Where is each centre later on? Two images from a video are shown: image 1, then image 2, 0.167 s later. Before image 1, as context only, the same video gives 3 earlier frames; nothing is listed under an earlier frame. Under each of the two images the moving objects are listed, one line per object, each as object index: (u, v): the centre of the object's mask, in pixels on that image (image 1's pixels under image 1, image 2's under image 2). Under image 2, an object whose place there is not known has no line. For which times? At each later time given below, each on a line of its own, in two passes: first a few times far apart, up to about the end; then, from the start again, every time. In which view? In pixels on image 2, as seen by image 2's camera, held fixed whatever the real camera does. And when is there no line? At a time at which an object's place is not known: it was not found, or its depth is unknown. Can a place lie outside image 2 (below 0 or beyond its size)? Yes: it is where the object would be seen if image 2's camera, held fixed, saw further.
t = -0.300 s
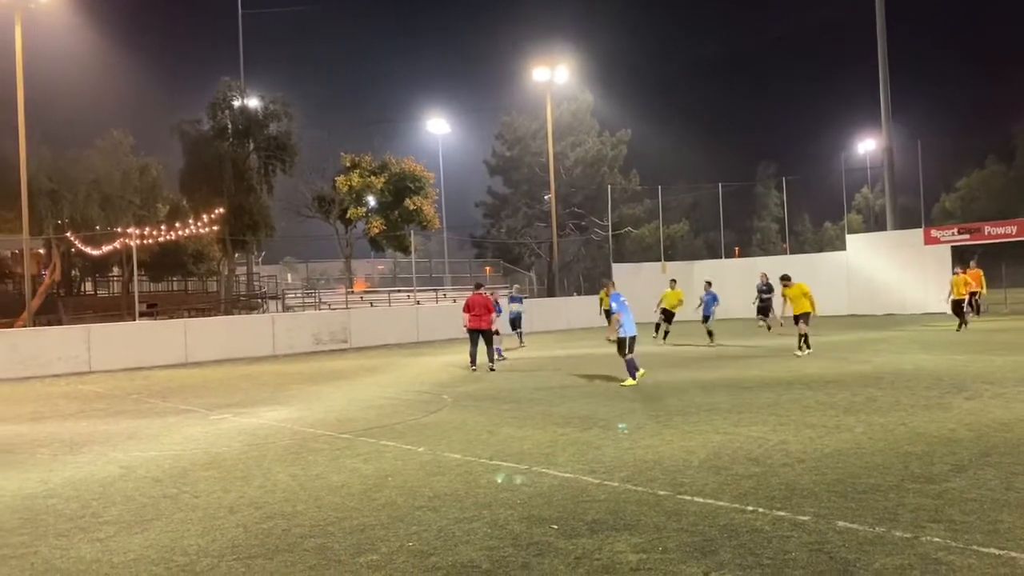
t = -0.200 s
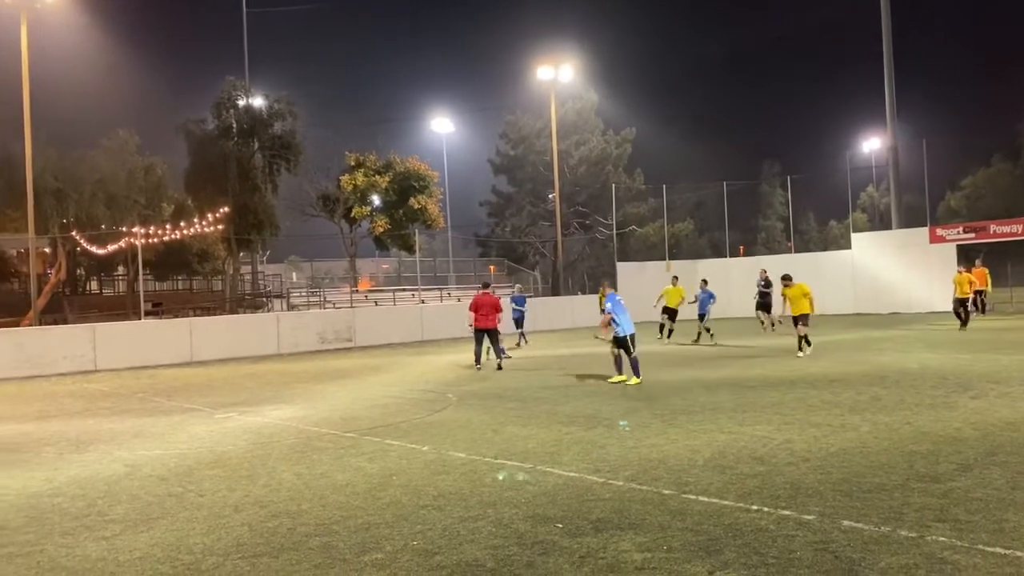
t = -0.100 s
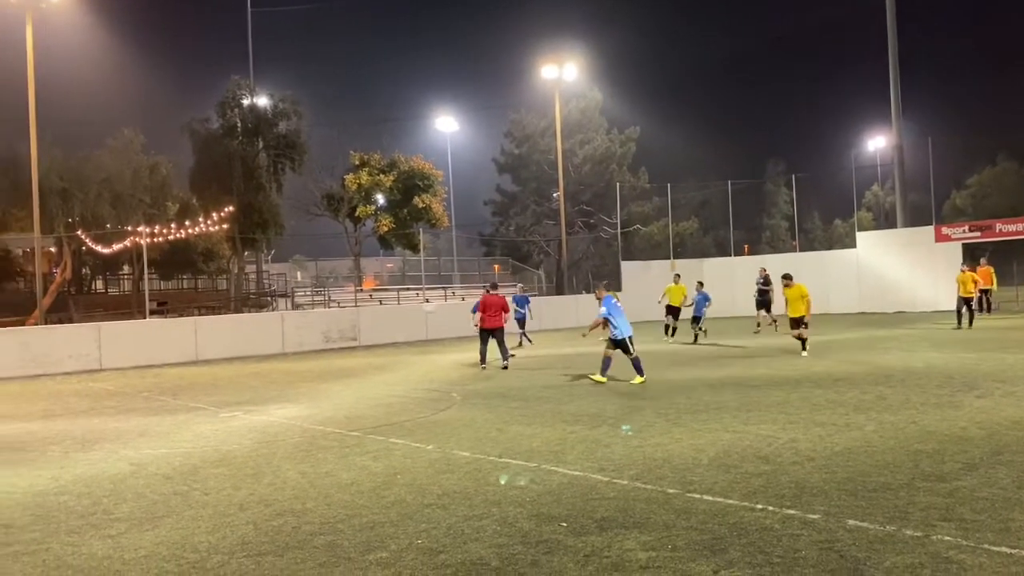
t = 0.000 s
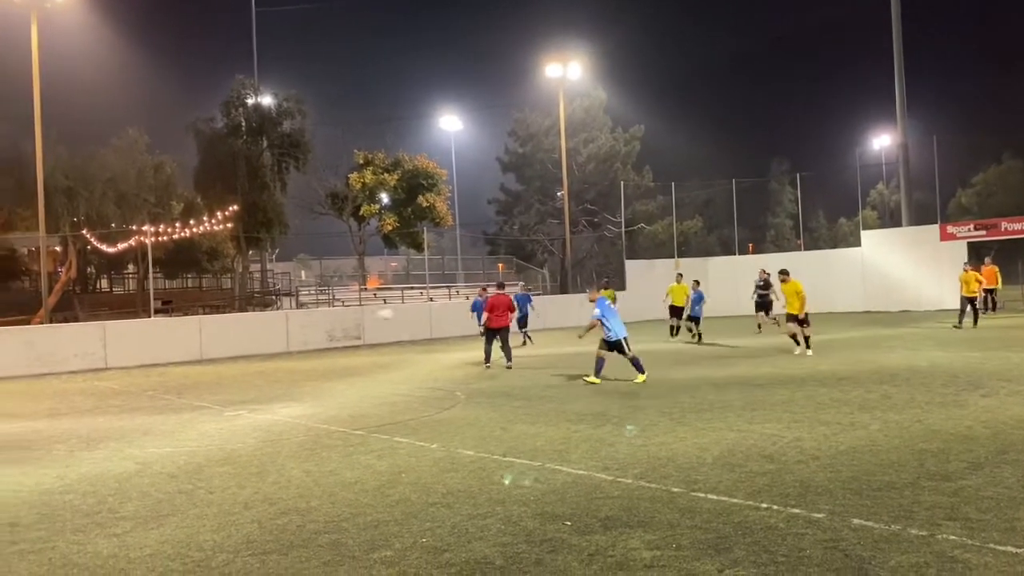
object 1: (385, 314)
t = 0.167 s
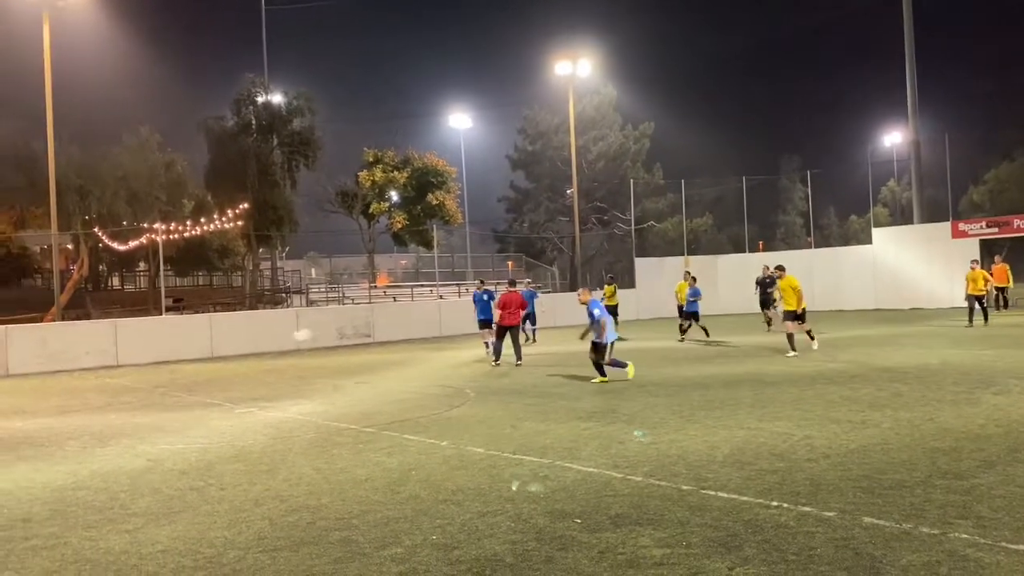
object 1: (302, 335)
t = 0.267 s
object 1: (241, 357)
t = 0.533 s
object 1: (80, 384)
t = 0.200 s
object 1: (283, 341)
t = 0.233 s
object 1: (261, 350)
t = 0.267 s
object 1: (241, 357)
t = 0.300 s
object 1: (219, 367)
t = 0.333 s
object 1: (196, 377)
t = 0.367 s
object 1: (173, 388)
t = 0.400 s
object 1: (151, 399)
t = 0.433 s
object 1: (134, 394)
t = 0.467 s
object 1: (116, 389)
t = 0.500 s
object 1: (98, 386)
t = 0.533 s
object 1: (80, 384)
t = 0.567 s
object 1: (60, 381)
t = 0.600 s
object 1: (42, 380)
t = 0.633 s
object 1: (22, 380)
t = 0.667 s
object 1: (2, 381)
